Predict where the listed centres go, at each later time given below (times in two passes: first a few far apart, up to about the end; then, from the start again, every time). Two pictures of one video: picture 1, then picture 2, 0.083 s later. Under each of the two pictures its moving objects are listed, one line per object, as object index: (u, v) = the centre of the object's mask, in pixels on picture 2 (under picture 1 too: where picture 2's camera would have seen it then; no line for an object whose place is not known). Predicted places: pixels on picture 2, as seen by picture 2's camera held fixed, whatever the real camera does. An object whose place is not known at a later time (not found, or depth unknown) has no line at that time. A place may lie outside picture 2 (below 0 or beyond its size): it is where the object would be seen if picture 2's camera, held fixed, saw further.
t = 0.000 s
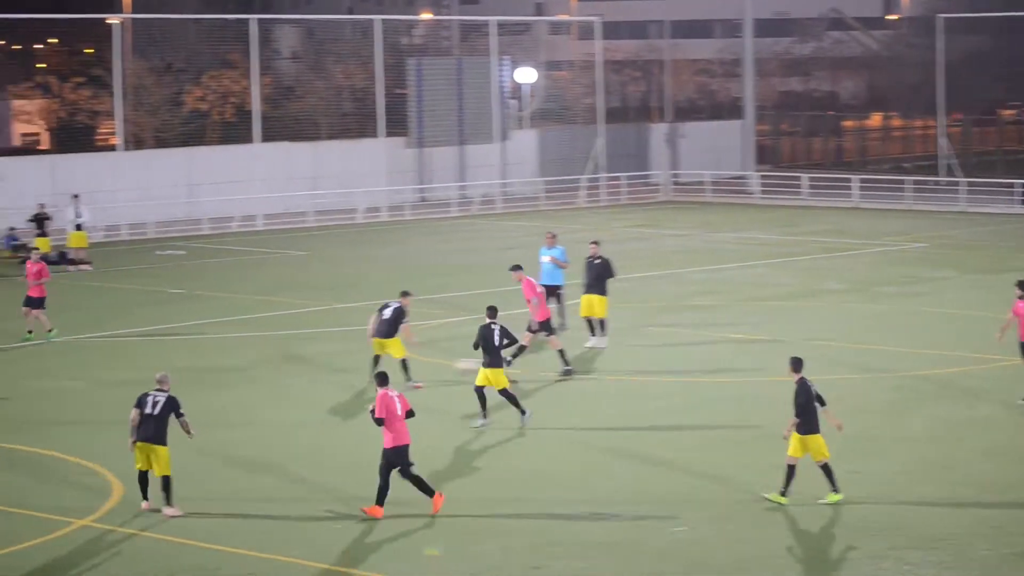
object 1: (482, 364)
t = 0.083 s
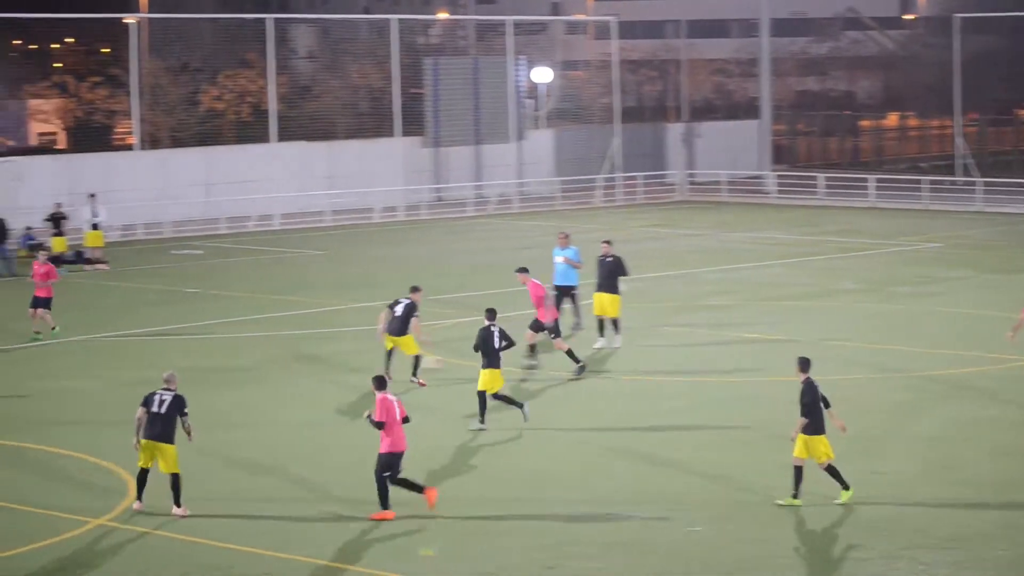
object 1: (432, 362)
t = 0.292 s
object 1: (307, 360)
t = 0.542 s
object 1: (183, 360)
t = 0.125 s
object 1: (401, 362)
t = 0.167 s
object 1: (374, 362)
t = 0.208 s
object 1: (352, 361)
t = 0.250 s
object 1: (328, 360)
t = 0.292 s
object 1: (307, 360)
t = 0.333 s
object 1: (285, 362)
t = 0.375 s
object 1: (261, 362)
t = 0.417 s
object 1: (241, 362)
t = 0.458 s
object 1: (221, 362)
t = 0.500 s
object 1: (201, 362)
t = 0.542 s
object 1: (183, 360)
